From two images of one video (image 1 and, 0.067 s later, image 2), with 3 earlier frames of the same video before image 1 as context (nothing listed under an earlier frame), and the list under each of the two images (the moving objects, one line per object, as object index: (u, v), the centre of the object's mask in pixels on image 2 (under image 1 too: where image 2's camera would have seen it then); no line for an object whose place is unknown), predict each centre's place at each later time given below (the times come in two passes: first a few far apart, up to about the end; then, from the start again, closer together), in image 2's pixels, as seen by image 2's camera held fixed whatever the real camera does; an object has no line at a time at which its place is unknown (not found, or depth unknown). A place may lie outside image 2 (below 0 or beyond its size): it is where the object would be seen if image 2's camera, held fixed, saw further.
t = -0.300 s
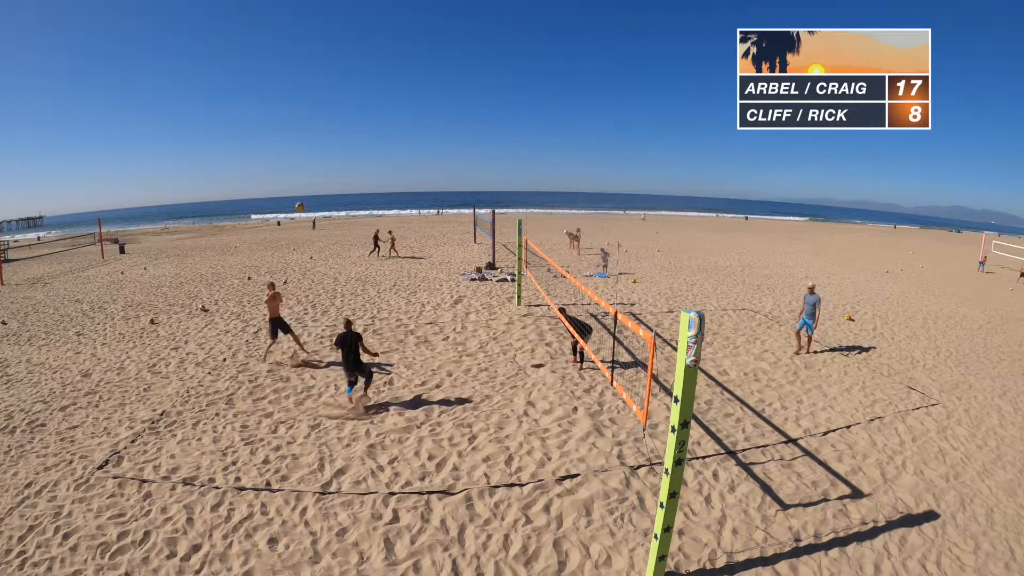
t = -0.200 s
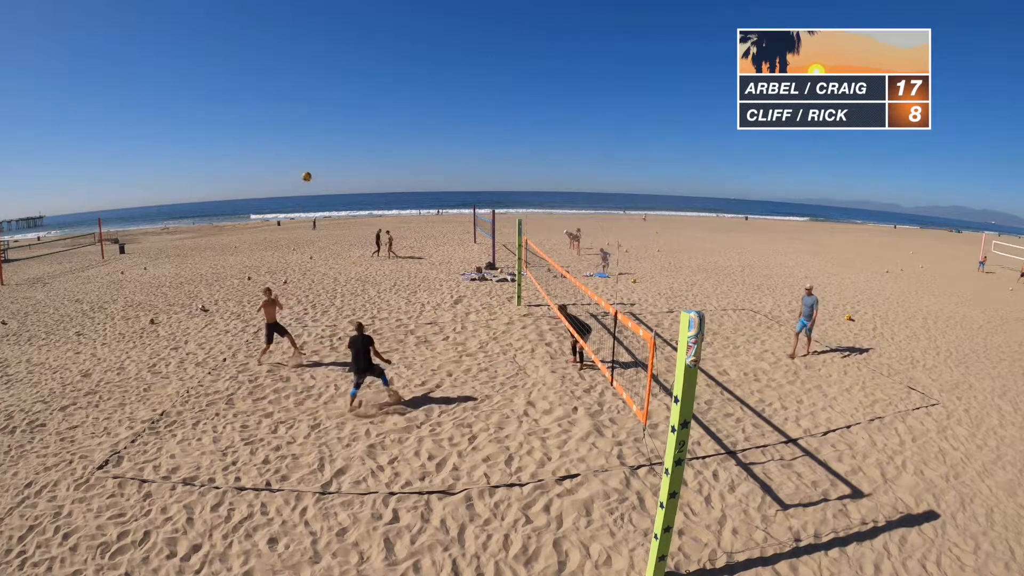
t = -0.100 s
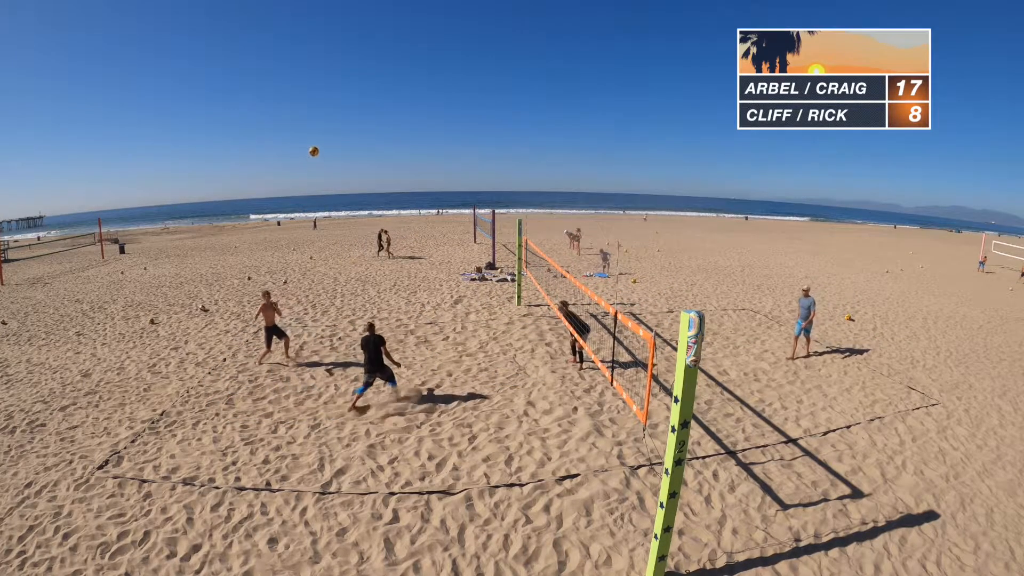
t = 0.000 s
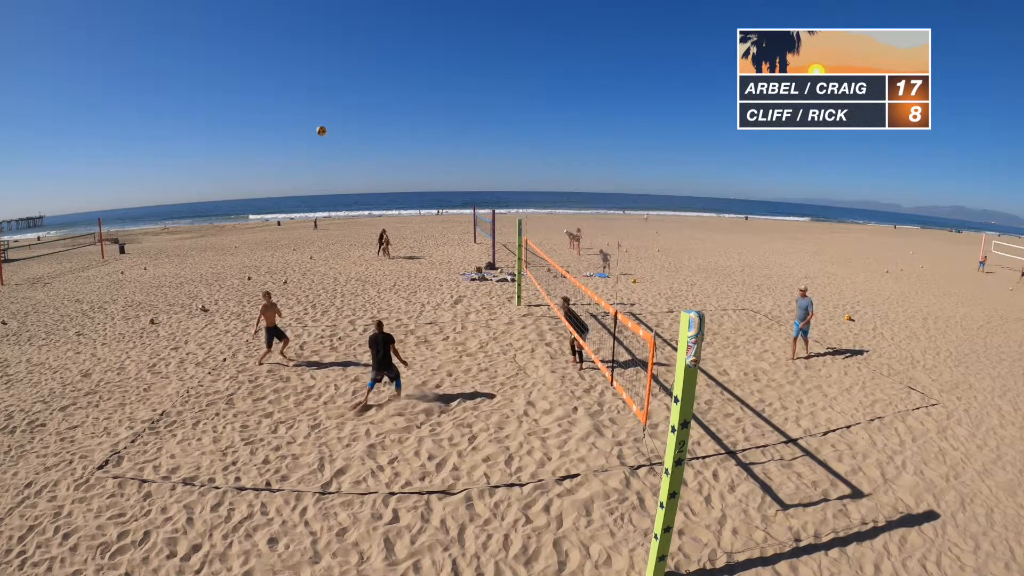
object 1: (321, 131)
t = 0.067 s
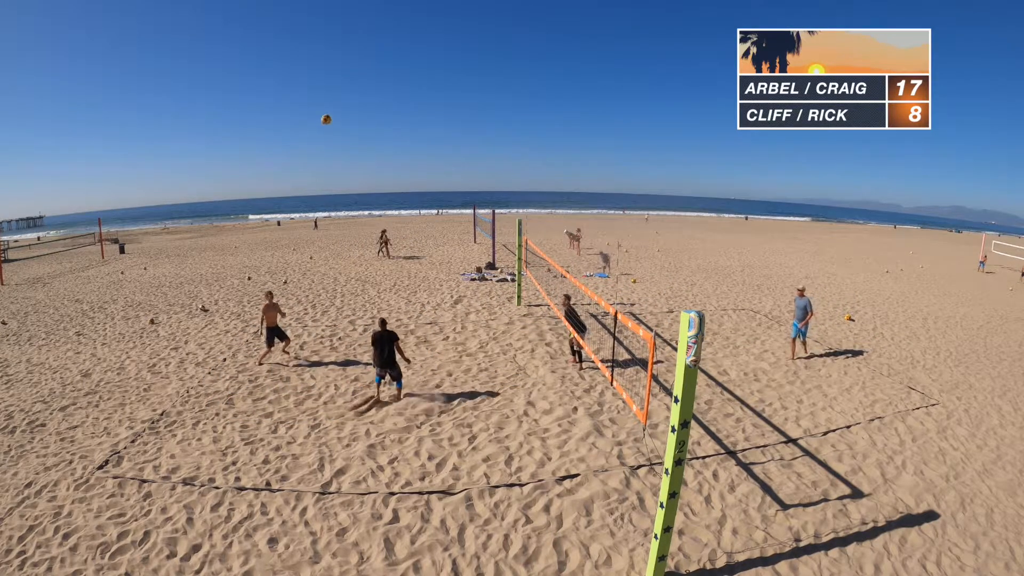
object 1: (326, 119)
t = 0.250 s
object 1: (339, 100)
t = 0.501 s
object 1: (357, 96)
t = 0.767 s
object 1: (376, 124)
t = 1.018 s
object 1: (396, 179)
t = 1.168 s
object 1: (408, 226)
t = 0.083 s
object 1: (327, 117)
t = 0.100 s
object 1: (328, 114)
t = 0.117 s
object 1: (330, 112)
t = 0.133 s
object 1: (331, 110)
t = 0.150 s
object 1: (332, 108)
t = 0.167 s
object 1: (333, 107)
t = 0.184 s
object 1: (334, 105)
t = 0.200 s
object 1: (335, 103)
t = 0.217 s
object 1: (337, 102)
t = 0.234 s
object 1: (338, 100)
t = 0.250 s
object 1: (339, 100)
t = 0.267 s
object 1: (340, 98)
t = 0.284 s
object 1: (342, 97)
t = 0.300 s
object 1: (343, 96)
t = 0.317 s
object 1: (344, 95)
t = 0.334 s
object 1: (345, 95)
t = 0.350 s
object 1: (346, 94)
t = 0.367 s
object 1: (348, 94)
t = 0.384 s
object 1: (349, 94)
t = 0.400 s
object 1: (350, 94)
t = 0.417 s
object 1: (351, 94)
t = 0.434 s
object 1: (352, 94)
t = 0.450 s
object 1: (354, 94)
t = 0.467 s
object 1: (355, 95)
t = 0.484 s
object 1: (356, 95)
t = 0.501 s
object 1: (357, 96)
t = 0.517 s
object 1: (358, 96)
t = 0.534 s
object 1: (360, 97)
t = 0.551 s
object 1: (361, 98)
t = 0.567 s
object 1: (362, 99)
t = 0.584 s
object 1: (363, 101)
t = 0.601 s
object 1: (364, 102)
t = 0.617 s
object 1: (366, 104)
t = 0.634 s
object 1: (367, 105)
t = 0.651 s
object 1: (368, 107)
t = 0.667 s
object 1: (369, 109)
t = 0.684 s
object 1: (370, 111)
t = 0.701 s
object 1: (372, 113)
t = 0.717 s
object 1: (373, 115)
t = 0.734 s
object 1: (374, 118)
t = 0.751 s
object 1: (376, 120)
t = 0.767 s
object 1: (376, 124)
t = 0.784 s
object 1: (377, 126)
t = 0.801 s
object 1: (379, 129)
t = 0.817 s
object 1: (380, 132)
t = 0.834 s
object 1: (381, 135)
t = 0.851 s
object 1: (383, 139)
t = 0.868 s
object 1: (384, 142)
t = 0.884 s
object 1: (386, 146)
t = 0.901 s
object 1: (387, 150)
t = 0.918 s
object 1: (388, 154)
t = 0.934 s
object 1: (389, 158)
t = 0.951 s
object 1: (390, 162)
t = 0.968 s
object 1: (392, 166)
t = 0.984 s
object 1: (393, 170)
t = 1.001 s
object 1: (394, 175)
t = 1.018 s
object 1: (396, 179)
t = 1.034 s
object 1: (397, 184)
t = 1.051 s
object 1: (398, 188)
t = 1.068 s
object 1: (400, 193)
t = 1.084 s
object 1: (401, 199)
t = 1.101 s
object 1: (402, 204)
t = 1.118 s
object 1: (404, 209)
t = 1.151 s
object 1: (407, 220)
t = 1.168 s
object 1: (408, 226)
